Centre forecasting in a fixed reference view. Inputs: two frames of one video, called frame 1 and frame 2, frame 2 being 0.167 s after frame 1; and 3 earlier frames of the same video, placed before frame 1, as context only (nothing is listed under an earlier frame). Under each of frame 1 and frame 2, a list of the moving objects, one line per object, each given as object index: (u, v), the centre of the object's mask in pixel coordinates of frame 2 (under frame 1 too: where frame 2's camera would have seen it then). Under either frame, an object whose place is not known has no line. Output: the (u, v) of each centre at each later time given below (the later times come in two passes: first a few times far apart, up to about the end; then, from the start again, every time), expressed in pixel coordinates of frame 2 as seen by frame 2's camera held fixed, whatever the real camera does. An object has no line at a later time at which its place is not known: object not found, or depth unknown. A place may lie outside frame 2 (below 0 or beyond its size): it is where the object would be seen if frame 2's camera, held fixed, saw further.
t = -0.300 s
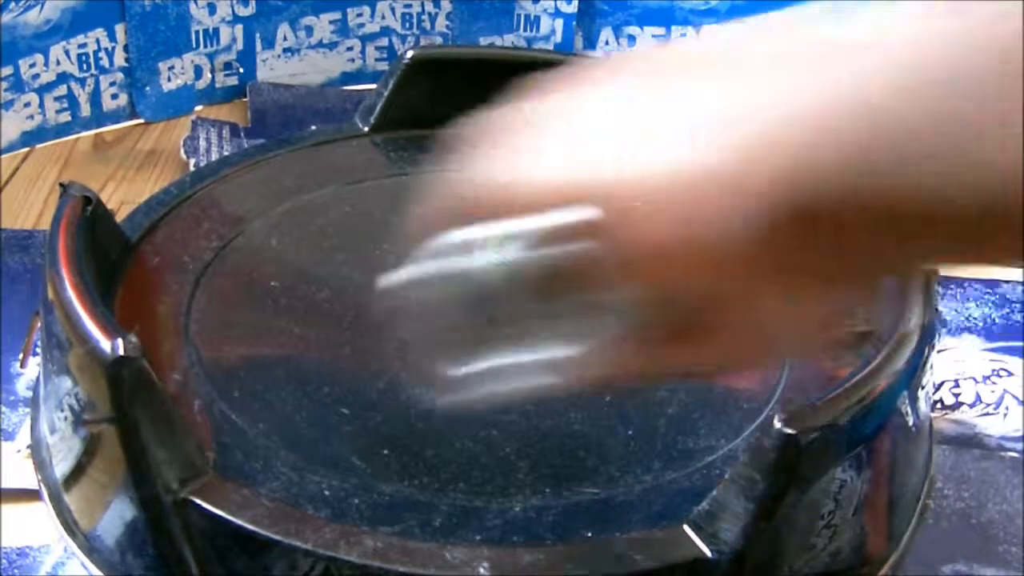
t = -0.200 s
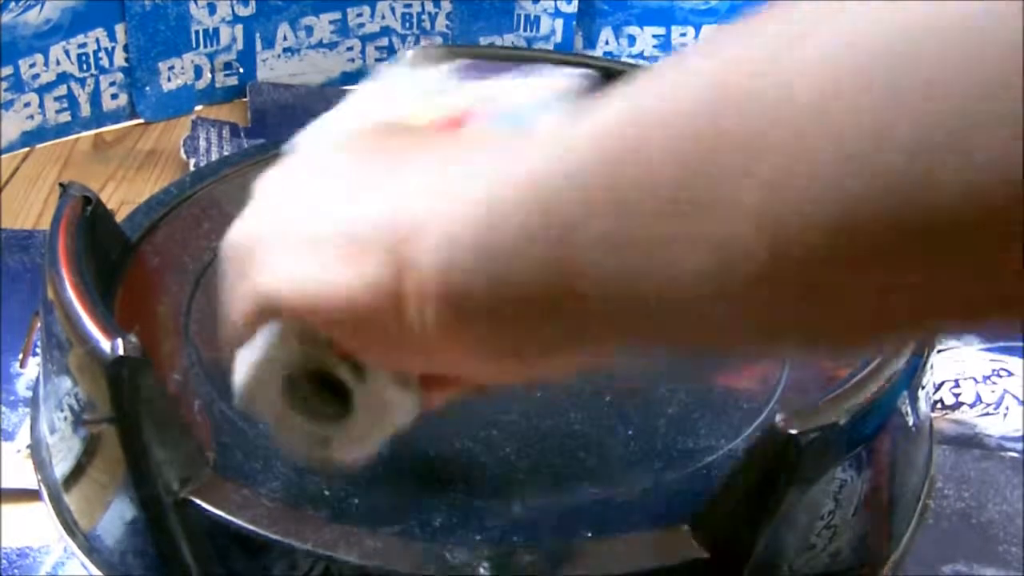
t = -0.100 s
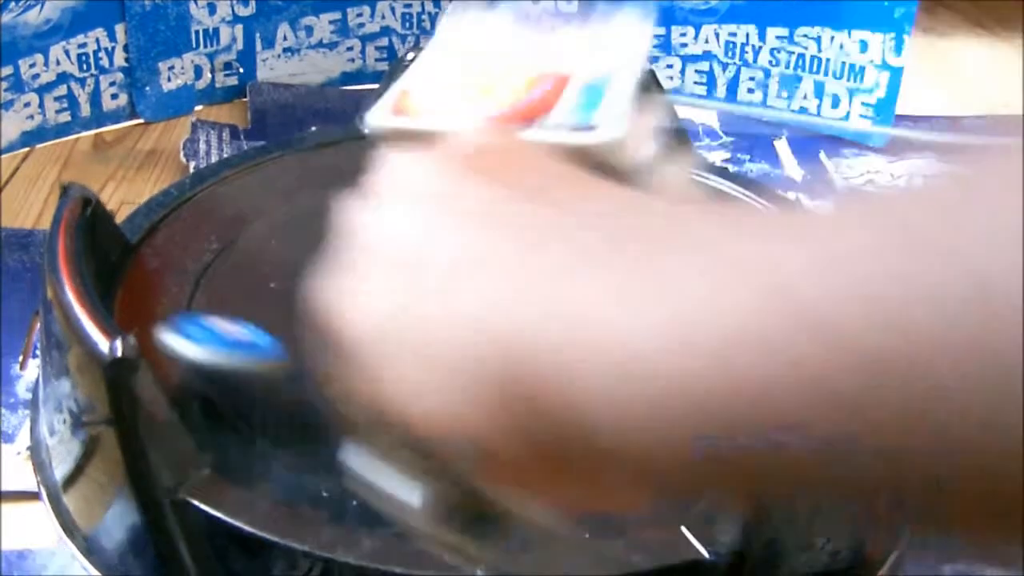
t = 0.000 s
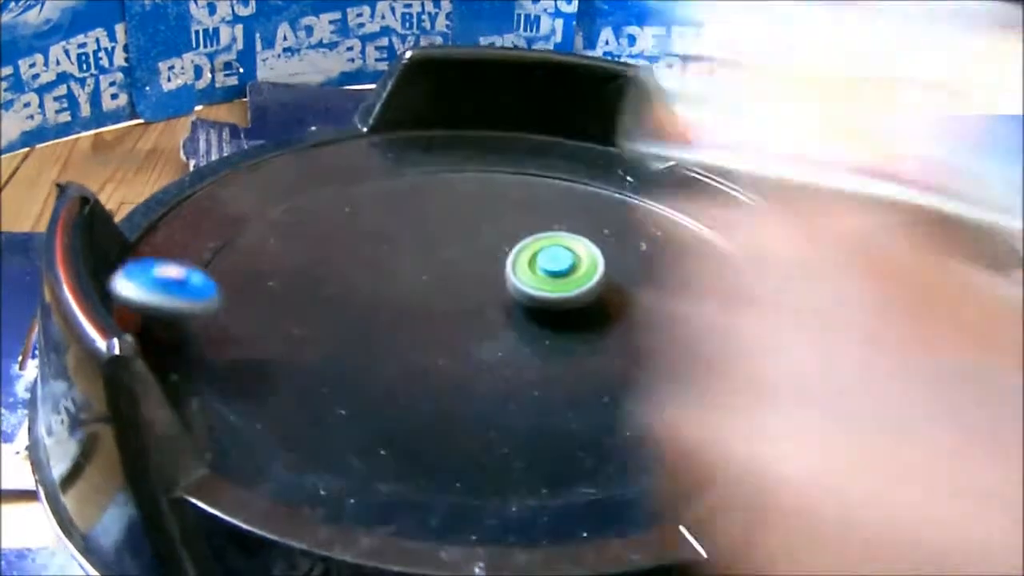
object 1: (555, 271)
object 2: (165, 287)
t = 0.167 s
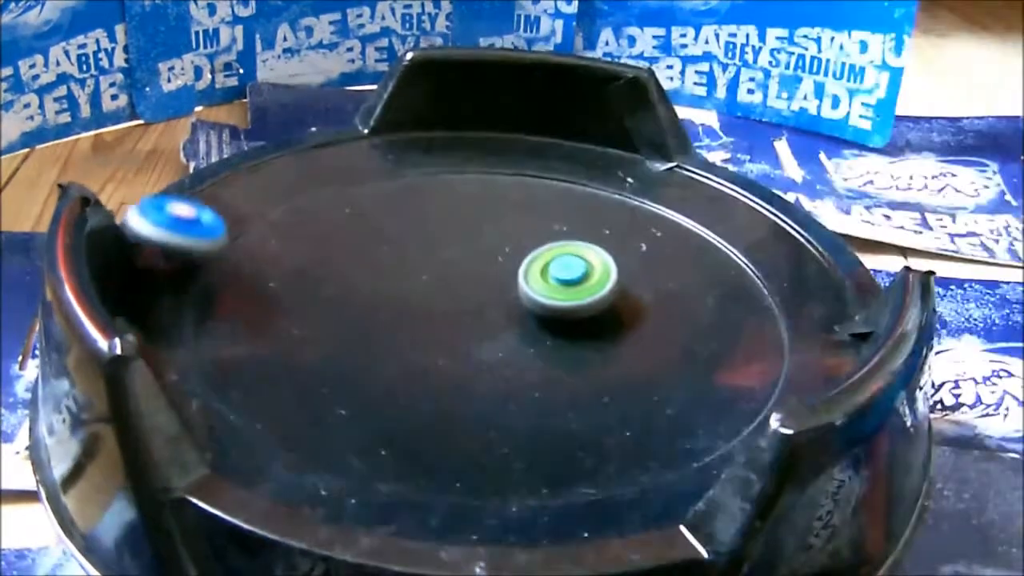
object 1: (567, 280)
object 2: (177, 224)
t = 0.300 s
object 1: (577, 288)
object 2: (176, 192)
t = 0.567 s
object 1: (590, 310)
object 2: (199, 180)
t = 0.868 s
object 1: (597, 334)
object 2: (234, 153)
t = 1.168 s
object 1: (585, 354)
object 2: (298, 144)
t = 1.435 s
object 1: (562, 368)
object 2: (375, 222)
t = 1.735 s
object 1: (527, 414)
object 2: (640, 219)
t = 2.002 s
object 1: (527, 408)
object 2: (547, 132)
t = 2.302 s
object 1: (499, 385)
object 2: (447, 314)
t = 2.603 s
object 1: (512, 415)
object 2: (683, 284)
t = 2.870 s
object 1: (483, 371)
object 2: (532, 195)
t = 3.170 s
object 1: (461, 344)
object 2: (340, 380)
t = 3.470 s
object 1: (403, 298)
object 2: (730, 377)
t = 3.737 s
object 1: (372, 287)
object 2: (550, 216)
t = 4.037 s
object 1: (391, 288)
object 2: (197, 278)
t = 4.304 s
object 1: (418, 274)
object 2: (512, 433)
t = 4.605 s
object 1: (449, 269)
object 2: (589, 233)
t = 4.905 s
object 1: (491, 266)
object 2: (256, 199)
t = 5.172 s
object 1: (518, 268)
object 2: (383, 388)
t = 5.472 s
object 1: (570, 345)
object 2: (730, 350)
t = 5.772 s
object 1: (441, 367)
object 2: (527, 242)
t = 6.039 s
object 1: (405, 303)
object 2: (410, 178)
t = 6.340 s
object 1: (518, 279)
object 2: (341, 267)
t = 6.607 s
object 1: (557, 343)
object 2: (290, 255)
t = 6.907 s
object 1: (408, 334)
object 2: (297, 296)
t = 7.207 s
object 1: (463, 297)
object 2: (381, 352)
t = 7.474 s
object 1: (536, 323)
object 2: (370, 358)
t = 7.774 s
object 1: (495, 351)
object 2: (360, 386)
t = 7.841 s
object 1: (458, 336)
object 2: (552, 367)
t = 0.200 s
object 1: (570, 282)
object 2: (177, 214)
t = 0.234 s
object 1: (572, 284)
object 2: (174, 203)
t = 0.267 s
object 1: (575, 287)
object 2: (169, 193)
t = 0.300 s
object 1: (577, 288)
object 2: (176, 192)
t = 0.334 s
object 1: (578, 291)
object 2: (182, 193)
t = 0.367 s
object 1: (580, 294)
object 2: (186, 190)
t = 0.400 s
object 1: (581, 296)
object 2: (187, 187)
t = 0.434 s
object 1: (583, 299)
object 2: (186, 183)
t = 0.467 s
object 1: (585, 301)
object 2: (186, 180)
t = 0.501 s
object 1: (587, 304)
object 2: (190, 181)
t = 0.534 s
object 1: (588, 307)
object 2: (195, 181)
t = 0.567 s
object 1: (590, 310)
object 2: (199, 180)
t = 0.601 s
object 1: (591, 313)
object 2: (202, 178)
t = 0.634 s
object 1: (593, 316)
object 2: (205, 176)
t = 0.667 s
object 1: (594, 319)
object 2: (208, 172)
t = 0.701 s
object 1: (596, 322)
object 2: (211, 169)
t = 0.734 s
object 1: (596, 325)
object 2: (215, 165)
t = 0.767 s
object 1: (597, 327)
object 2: (219, 161)
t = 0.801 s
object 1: (597, 330)
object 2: (224, 158)
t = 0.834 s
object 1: (597, 332)
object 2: (228, 156)
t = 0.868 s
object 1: (597, 334)
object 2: (234, 153)
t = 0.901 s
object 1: (597, 337)
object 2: (240, 151)
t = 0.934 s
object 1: (596, 339)
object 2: (247, 149)
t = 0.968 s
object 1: (595, 342)
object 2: (255, 148)
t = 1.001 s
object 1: (594, 344)
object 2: (262, 146)
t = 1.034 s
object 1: (593, 346)
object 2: (269, 145)
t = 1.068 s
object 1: (591, 348)
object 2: (276, 143)
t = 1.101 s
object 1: (589, 350)
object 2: (284, 143)
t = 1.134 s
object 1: (587, 352)
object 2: (291, 143)
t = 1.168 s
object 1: (585, 354)
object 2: (298, 144)
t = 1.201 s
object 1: (583, 356)
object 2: (306, 146)
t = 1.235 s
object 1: (581, 358)
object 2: (313, 149)
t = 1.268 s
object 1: (578, 360)
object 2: (322, 152)
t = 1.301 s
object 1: (575, 362)
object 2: (332, 158)
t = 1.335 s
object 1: (572, 363)
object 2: (341, 169)
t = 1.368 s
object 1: (569, 365)
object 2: (351, 183)
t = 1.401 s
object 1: (565, 367)
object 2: (361, 201)
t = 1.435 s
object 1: (562, 368)
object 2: (375, 222)
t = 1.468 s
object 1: (557, 369)
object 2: (397, 246)
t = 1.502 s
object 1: (553, 370)
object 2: (424, 268)
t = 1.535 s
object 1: (548, 371)
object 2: (456, 286)
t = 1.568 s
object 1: (543, 372)
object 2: (491, 300)
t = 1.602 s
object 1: (539, 379)
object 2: (529, 303)
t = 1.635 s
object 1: (536, 394)
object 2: (565, 287)
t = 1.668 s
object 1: (532, 405)
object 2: (597, 268)
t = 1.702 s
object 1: (529, 411)
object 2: (622, 245)
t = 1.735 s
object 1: (527, 414)
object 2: (640, 219)
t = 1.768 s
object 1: (526, 416)
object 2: (651, 196)
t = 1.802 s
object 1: (525, 416)
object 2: (645, 172)
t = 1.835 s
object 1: (527, 416)
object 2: (624, 161)
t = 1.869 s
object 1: (529, 415)
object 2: (604, 151)
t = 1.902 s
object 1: (529, 414)
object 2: (586, 145)
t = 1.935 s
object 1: (529, 412)
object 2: (571, 138)
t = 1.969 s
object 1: (529, 410)
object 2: (559, 132)
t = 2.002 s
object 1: (527, 408)
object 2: (547, 132)
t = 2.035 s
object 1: (526, 406)
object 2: (534, 134)
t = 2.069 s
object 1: (525, 403)
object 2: (521, 141)
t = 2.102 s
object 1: (522, 401)
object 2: (503, 154)
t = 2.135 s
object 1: (519, 399)
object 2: (484, 171)
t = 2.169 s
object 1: (516, 396)
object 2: (464, 194)
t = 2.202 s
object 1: (512, 393)
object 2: (447, 223)
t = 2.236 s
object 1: (508, 390)
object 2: (437, 252)
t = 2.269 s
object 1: (503, 387)
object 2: (437, 286)
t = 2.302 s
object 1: (499, 385)
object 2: (447, 314)
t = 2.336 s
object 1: (507, 395)
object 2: (457, 325)
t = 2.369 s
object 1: (513, 405)
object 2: (472, 332)
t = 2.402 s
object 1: (516, 409)
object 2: (495, 339)
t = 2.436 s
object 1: (516, 415)
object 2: (527, 342)
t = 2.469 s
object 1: (513, 422)
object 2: (562, 336)
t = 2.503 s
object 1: (511, 425)
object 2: (601, 329)
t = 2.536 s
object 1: (511, 423)
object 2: (637, 317)
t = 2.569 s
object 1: (511, 420)
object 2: (664, 302)
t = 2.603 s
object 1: (512, 415)
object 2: (683, 284)
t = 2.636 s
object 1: (511, 410)
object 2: (692, 266)
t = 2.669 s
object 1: (510, 405)
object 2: (694, 246)
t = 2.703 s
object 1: (508, 400)
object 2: (687, 228)
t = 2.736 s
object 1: (504, 394)
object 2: (670, 213)
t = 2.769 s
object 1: (500, 389)
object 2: (645, 201)
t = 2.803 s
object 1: (495, 383)
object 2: (613, 193)
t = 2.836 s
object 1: (490, 377)
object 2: (575, 191)
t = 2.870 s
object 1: (483, 371)
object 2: (532, 195)
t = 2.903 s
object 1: (476, 365)
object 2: (489, 206)
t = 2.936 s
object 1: (468, 359)
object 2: (448, 222)
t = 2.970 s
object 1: (460, 353)
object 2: (412, 246)
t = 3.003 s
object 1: (451, 347)
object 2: (385, 272)
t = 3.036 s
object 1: (452, 346)
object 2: (357, 293)
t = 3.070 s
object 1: (459, 349)
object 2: (333, 309)
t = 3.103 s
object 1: (462, 350)
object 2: (320, 329)
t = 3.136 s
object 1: (462, 348)
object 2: (322, 353)
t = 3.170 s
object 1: (461, 344)
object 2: (340, 380)
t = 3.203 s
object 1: (457, 339)
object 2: (372, 405)
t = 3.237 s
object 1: (453, 333)
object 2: (419, 427)
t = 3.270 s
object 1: (447, 326)
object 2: (473, 441)
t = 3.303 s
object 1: (439, 319)
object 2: (532, 446)
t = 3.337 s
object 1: (431, 314)
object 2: (586, 443)
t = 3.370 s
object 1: (423, 309)
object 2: (636, 434)
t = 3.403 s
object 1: (416, 305)
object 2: (677, 420)
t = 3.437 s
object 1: (409, 301)
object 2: (709, 401)
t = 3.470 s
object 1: (403, 298)
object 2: (730, 377)
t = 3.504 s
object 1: (397, 296)
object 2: (739, 354)
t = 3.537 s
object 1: (391, 294)
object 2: (737, 330)
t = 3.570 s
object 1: (386, 292)
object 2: (724, 307)
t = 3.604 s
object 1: (382, 291)
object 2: (702, 284)
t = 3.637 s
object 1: (379, 289)
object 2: (674, 263)
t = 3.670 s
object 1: (376, 288)
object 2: (639, 243)
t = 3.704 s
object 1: (374, 288)
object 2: (597, 228)
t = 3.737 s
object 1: (372, 287)
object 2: (550, 216)
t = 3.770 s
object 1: (371, 287)
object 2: (502, 208)
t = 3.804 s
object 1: (371, 286)
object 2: (451, 205)
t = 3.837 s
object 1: (371, 286)
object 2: (401, 206)
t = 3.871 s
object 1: (372, 286)
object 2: (354, 212)
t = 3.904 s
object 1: (374, 287)
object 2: (311, 220)
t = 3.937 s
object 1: (378, 289)
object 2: (273, 229)
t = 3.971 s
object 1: (382, 289)
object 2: (239, 242)
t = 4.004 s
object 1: (386, 289)
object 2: (214, 260)
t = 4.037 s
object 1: (391, 288)
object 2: (197, 278)
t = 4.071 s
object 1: (396, 286)
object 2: (203, 308)
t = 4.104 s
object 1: (400, 284)
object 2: (222, 343)
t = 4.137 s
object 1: (403, 282)
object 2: (252, 376)
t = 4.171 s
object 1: (406, 281)
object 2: (291, 402)
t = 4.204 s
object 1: (409, 279)
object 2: (345, 423)
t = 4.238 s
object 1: (413, 277)
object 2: (403, 434)
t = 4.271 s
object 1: (415, 276)
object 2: (460, 439)
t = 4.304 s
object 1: (418, 274)
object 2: (512, 433)
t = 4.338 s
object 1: (421, 273)
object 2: (560, 422)
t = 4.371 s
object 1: (424, 272)
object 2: (600, 404)
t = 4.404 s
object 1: (428, 271)
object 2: (630, 383)
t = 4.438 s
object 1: (431, 270)
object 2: (648, 359)
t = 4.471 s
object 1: (434, 270)
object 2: (655, 333)
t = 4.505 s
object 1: (438, 270)
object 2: (652, 306)
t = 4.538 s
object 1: (441, 270)
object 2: (638, 279)
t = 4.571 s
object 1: (445, 269)
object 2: (617, 256)
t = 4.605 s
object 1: (449, 269)
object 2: (589, 233)
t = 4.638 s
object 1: (452, 269)
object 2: (557, 213)
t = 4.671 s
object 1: (457, 269)
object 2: (520, 196)
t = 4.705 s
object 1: (462, 268)
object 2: (479, 181)
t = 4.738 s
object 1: (466, 268)
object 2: (437, 171)
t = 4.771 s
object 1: (472, 267)
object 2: (397, 167)
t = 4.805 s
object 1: (477, 267)
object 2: (356, 168)
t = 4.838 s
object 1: (482, 267)
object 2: (319, 171)
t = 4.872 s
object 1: (487, 266)
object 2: (286, 181)
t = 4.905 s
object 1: (491, 266)
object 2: (256, 199)
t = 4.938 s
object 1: (495, 266)
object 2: (235, 222)
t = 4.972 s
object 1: (499, 265)
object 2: (223, 247)
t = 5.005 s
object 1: (502, 265)
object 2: (221, 273)
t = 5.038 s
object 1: (505, 266)
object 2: (232, 300)
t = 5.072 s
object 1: (508, 266)
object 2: (254, 326)
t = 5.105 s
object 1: (511, 266)
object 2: (287, 349)
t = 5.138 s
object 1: (515, 267)
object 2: (331, 371)
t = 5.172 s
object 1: (518, 268)
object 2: (383, 388)
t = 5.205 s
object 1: (527, 271)
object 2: (551, 393)
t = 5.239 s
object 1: (538, 278)
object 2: (681, 313)
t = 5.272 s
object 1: (551, 286)
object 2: (658, 219)
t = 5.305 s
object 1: (563, 295)
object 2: (541, 164)
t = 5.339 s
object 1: (568, 302)
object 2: (390, 176)
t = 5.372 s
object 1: (570, 309)
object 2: (311, 264)
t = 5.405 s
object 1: (571, 319)
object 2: (387, 374)
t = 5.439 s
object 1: (572, 330)
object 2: (585, 406)
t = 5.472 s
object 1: (570, 345)
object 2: (730, 350)
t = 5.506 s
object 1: (568, 355)
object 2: (729, 267)
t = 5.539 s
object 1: (562, 364)
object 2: (608, 222)
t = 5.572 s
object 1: (553, 369)
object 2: (439, 226)
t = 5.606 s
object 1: (540, 372)
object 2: (319, 292)
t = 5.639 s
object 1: (522, 374)
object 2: (349, 387)
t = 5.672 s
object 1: (499, 368)
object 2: (512, 433)
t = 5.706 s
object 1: (476, 372)
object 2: (648, 389)
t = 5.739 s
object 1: (458, 370)
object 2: (646, 305)
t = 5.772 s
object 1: (441, 367)
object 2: (527, 242)
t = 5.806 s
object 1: (426, 361)
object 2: (367, 227)
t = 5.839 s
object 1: (415, 353)
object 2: (264, 275)
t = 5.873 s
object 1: (402, 344)
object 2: (289, 361)
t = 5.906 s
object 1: (390, 335)
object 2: (456, 411)
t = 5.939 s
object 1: (385, 326)
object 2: (629, 348)
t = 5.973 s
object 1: (387, 320)
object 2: (626, 262)
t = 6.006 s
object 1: (395, 312)
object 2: (537, 198)
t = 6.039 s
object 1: (405, 303)
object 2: (410, 178)
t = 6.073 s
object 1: (417, 293)
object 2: (306, 217)
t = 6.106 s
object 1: (430, 284)
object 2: (297, 307)
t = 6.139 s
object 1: (441, 277)
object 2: (427, 386)
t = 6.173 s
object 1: (451, 272)
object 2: (608, 384)
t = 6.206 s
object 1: (462, 270)
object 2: (706, 319)
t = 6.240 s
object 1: (474, 271)
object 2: (688, 246)
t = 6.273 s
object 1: (488, 273)
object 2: (586, 204)
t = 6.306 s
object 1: (504, 275)
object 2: (449, 210)
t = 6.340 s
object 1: (518, 279)
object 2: (341, 267)
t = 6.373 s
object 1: (531, 282)
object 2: (334, 354)
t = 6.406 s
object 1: (540, 288)
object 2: (454, 423)
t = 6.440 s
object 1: (547, 296)
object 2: (617, 418)
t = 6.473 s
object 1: (552, 306)
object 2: (698, 355)
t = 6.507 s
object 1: (556, 317)
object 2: (660, 284)
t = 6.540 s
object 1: (558, 327)
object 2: (542, 234)
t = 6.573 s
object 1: (559, 335)
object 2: (399, 223)
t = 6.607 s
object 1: (557, 343)
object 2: (290, 255)
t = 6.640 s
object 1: (551, 349)
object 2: (263, 326)
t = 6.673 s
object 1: (540, 355)
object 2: (370, 399)
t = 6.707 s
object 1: (524, 349)
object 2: (543, 406)
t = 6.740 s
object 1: (494, 320)
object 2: (668, 383)
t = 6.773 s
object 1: (461, 315)
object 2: (702, 311)
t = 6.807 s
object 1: (434, 321)
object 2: (627, 255)
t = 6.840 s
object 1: (416, 326)
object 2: (502, 230)
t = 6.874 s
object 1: (406, 330)
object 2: (374, 246)
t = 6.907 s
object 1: (408, 334)
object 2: (297, 296)
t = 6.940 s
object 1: (413, 335)
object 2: (302, 361)
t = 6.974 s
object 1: (409, 331)
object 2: (428, 408)
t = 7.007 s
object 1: (408, 329)
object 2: (566, 377)
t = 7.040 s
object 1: (411, 324)
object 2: (601, 304)
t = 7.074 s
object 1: (418, 320)
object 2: (550, 237)
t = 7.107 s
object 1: (428, 315)
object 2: (453, 198)
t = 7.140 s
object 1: (441, 309)
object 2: (352, 205)
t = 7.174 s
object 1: (452, 302)
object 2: (306, 269)
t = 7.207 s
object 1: (463, 297)
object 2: (381, 352)
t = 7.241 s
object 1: (474, 292)
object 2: (533, 378)
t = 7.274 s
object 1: (484, 289)
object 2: (651, 340)
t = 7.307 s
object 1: (495, 288)
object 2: (682, 277)
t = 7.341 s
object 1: (505, 288)
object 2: (621, 228)
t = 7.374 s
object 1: (514, 293)
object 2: (506, 215)
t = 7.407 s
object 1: (516, 313)
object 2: (399, 226)
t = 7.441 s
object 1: (528, 319)
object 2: (337, 285)
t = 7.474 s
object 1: (536, 323)
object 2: (370, 358)
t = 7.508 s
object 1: (541, 326)
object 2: (493, 398)
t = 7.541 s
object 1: (539, 328)
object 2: (612, 375)
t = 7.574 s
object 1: (525, 332)
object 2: (667, 317)
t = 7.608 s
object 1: (485, 331)
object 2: (655, 257)
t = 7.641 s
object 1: (472, 341)
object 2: (564, 226)
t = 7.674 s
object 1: (465, 348)
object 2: (449, 233)
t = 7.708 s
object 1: (459, 353)
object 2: (366, 281)
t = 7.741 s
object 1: (471, 355)
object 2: (338, 337)
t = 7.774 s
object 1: (495, 351)
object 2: (360, 386)
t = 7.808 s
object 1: (479, 343)
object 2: (463, 409)
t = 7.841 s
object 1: (458, 336)
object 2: (552, 367)
